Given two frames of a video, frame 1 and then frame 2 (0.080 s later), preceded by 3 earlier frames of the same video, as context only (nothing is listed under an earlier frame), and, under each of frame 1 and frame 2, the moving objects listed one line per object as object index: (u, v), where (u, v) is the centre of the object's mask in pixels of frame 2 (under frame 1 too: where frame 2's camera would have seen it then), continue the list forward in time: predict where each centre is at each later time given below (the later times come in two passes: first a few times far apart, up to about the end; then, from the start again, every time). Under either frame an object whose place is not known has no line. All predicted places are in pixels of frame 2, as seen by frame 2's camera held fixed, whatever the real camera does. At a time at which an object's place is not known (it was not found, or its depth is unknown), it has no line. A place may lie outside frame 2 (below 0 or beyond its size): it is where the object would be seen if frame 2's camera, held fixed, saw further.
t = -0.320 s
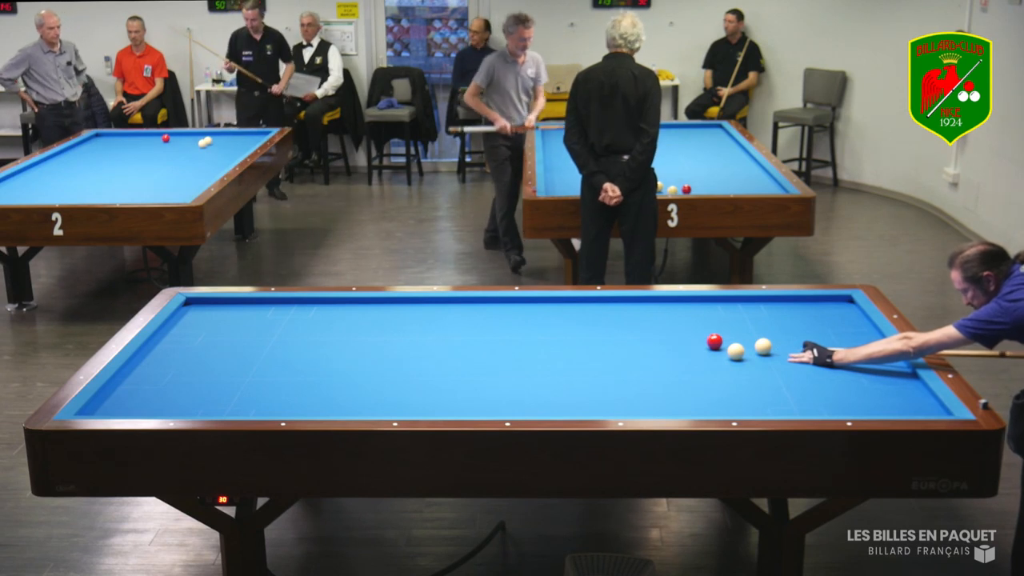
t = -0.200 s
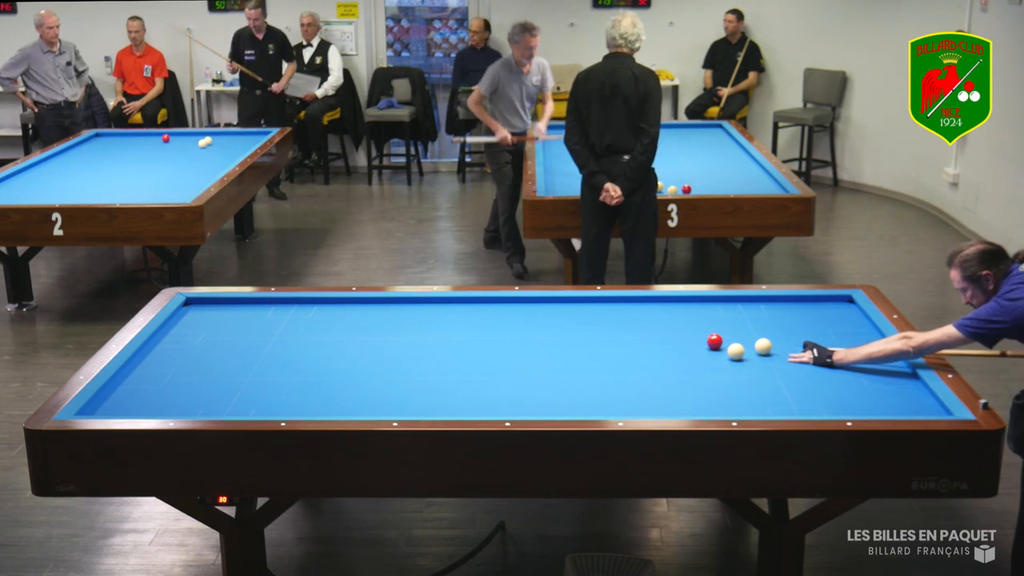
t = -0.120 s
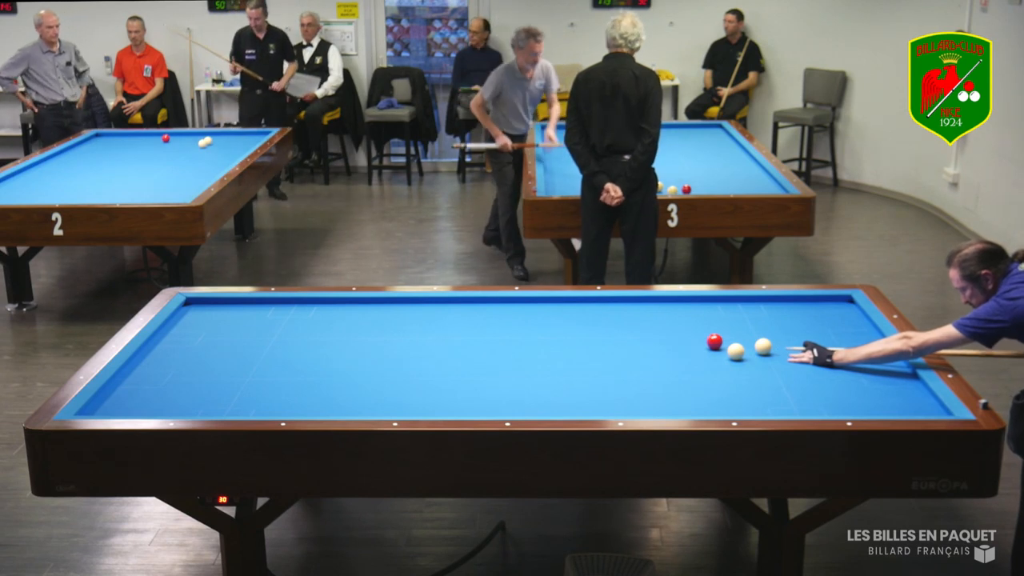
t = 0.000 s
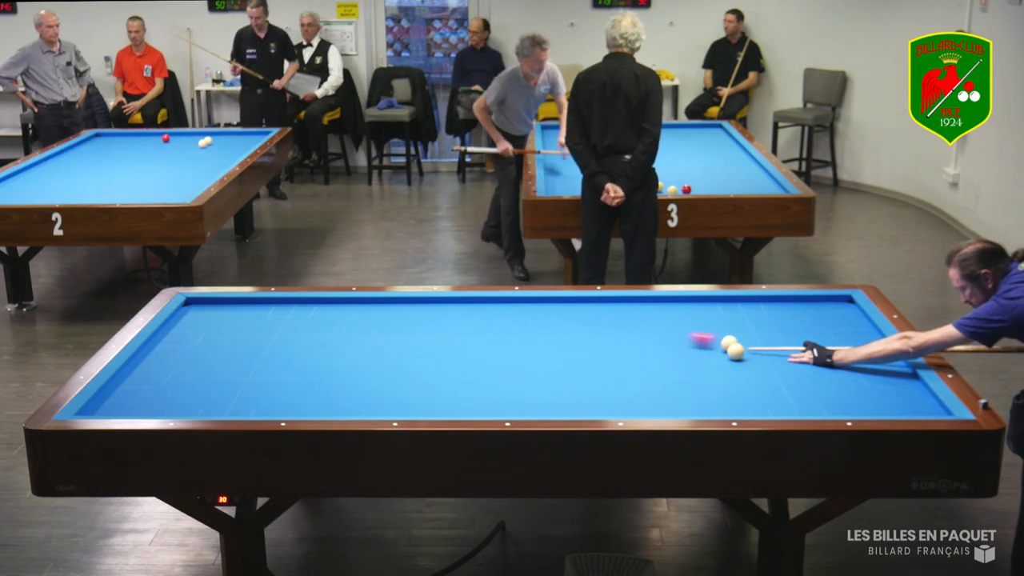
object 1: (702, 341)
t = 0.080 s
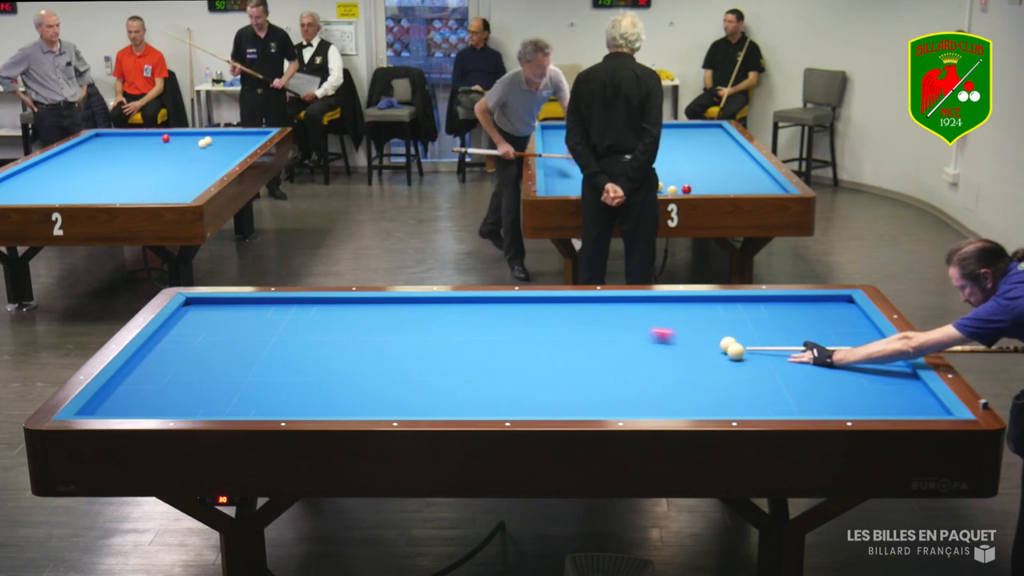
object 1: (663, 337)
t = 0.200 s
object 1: (609, 328)
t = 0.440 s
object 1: (522, 317)
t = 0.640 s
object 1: (456, 309)
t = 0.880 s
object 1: (382, 300)
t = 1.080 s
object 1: (325, 304)
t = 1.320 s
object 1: (256, 309)
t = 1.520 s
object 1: (199, 314)
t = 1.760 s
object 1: (204, 320)
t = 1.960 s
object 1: (232, 326)
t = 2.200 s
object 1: (265, 332)
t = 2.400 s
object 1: (293, 338)
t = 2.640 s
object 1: (328, 345)
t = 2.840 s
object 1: (358, 350)
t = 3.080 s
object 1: (393, 357)
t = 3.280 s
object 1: (423, 363)
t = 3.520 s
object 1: (460, 371)
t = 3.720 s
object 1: (491, 377)
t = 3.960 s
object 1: (529, 385)
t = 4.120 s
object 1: (555, 390)
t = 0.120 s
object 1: (644, 332)
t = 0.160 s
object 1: (626, 330)
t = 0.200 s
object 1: (609, 328)
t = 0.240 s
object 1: (593, 326)
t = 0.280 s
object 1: (577, 324)
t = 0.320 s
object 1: (563, 323)
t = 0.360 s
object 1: (549, 321)
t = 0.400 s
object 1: (535, 319)
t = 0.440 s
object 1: (522, 317)
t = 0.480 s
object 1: (509, 316)
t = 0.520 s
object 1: (495, 314)
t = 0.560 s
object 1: (482, 313)
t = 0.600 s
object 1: (468, 311)
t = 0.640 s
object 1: (456, 309)
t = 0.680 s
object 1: (443, 307)
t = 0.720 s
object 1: (430, 305)
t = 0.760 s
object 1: (418, 304)
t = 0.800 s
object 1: (406, 303)
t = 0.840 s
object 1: (394, 301)
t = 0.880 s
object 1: (382, 300)
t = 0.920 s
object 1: (370, 301)
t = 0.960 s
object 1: (359, 302)
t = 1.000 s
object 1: (347, 302)
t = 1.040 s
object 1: (336, 303)
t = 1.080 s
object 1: (325, 304)
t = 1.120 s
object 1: (313, 305)
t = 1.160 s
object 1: (302, 306)
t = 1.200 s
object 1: (291, 306)
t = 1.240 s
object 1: (279, 307)
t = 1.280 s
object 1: (268, 308)
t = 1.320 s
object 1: (256, 309)
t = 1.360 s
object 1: (245, 310)
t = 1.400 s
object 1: (234, 311)
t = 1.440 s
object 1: (222, 312)
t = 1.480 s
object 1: (211, 313)
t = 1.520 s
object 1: (199, 314)
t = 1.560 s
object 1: (188, 314)
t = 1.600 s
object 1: (177, 316)
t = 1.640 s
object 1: (183, 316)
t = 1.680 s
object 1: (191, 318)
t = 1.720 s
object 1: (198, 319)
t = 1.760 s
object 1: (204, 320)
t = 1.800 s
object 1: (210, 321)
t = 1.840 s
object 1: (216, 323)
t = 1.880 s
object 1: (221, 323)
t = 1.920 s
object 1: (227, 325)
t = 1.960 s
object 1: (232, 326)
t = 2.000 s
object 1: (238, 327)
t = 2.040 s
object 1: (243, 328)
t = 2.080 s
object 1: (249, 329)
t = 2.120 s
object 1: (254, 330)
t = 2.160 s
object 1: (260, 331)
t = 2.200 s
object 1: (265, 332)
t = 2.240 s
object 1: (271, 333)
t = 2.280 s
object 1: (277, 334)
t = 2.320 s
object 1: (282, 336)
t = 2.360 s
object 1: (288, 337)
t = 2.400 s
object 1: (293, 338)
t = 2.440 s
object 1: (299, 339)
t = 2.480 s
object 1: (305, 340)
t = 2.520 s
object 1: (311, 341)
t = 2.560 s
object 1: (317, 342)
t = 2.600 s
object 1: (323, 343)
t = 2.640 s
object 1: (328, 345)
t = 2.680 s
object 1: (334, 346)
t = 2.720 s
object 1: (340, 347)
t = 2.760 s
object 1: (346, 348)
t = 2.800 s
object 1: (352, 349)
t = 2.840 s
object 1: (358, 350)
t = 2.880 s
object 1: (364, 352)
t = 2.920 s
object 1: (370, 353)
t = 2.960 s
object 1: (375, 354)
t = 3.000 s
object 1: (381, 355)
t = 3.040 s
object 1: (387, 356)
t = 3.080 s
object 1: (393, 357)
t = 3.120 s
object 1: (399, 359)
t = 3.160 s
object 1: (405, 360)
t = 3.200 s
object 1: (411, 361)
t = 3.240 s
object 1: (417, 362)
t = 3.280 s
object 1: (423, 363)
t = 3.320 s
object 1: (429, 365)
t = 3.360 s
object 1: (436, 366)
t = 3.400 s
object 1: (442, 367)
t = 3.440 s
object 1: (448, 368)
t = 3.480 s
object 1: (454, 370)
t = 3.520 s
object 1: (460, 371)
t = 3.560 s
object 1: (466, 372)
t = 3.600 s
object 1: (473, 373)
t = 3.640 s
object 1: (479, 374)
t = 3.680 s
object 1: (485, 376)
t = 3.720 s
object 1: (491, 377)
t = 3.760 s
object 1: (497, 378)
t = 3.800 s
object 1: (504, 380)
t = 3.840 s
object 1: (510, 381)
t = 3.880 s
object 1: (517, 382)
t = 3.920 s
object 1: (523, 383)
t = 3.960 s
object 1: (529, 385)
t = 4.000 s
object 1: (536, 386)
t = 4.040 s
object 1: (542, 387)
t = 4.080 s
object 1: (548, 388)
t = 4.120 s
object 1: (555, 390)
